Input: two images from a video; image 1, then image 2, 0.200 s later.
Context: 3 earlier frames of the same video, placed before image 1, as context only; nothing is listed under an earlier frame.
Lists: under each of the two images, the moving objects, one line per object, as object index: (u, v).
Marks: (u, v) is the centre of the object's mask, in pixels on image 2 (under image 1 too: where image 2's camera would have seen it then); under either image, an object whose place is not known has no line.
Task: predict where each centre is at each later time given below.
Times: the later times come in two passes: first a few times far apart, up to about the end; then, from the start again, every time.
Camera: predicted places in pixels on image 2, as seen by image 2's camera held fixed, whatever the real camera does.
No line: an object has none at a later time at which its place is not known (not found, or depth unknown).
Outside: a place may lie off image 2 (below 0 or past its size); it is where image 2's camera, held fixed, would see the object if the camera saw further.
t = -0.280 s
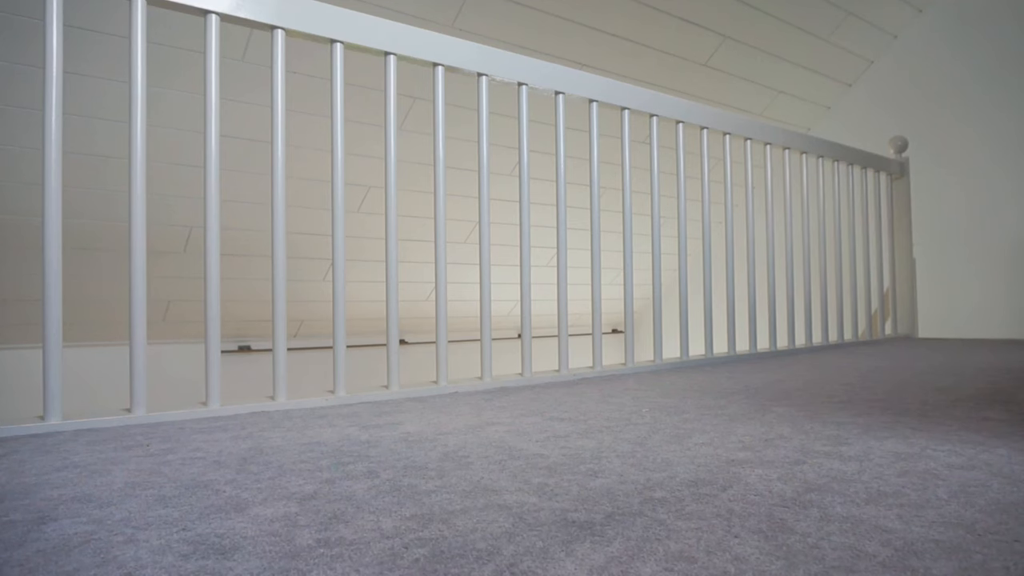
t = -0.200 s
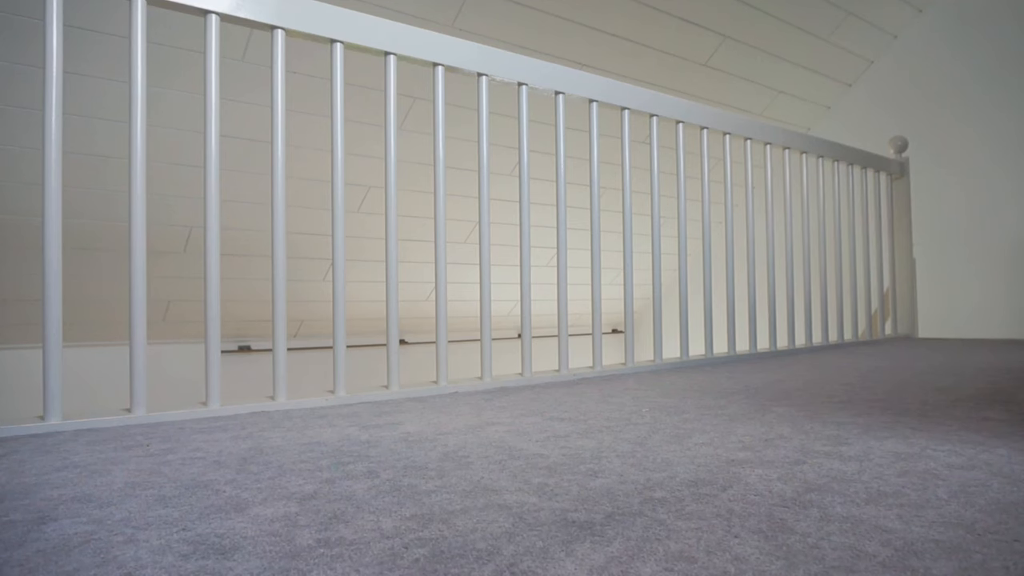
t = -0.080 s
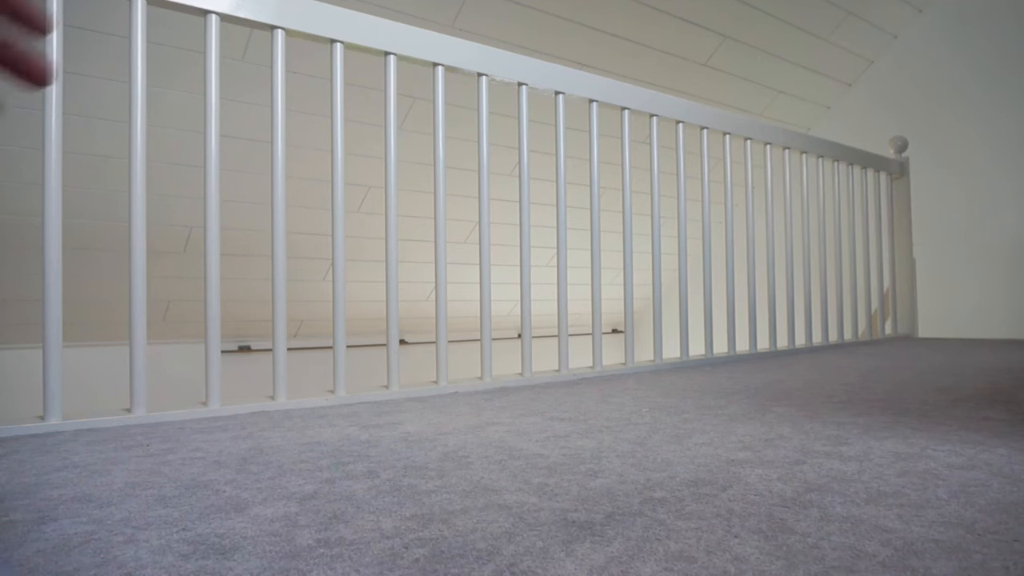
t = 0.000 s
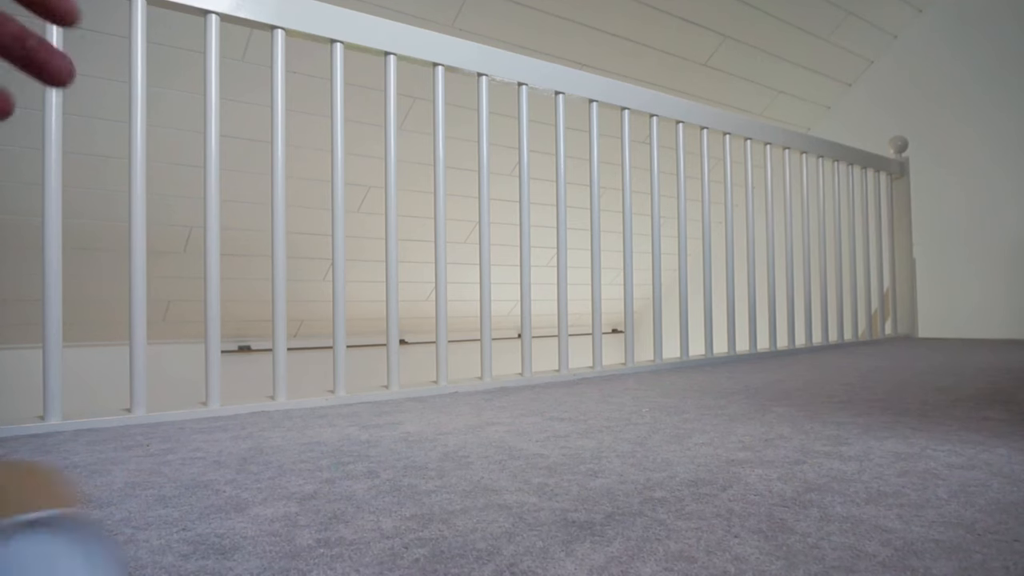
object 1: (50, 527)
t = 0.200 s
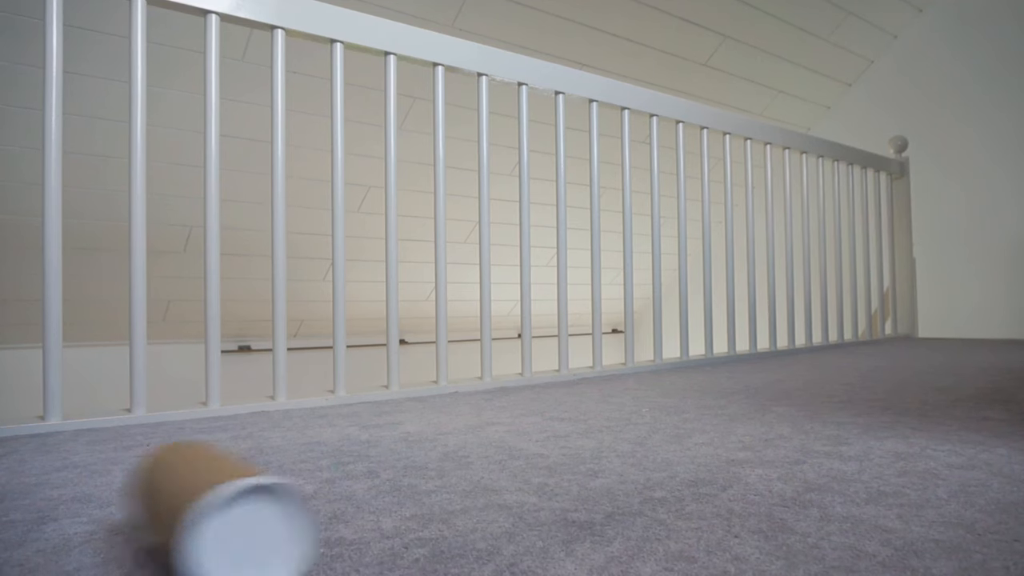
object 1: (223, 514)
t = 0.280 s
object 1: (290, 508)
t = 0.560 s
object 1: (460, 475)
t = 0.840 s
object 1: (584, 450)
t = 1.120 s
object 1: (678, 432)
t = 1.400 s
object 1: (754, 417)
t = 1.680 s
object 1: (813, 406)
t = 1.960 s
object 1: (863, 397)
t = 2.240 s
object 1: (903, 389)
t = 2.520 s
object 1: (939, 384)
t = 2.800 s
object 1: (964, 378)
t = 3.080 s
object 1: (975, 372)
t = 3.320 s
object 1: (984, 368)
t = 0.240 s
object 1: (255, 511)
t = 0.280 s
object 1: (290, 508)
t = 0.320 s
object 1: (318, 504)
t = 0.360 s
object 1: (344, 499)
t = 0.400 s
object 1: (369, 493)
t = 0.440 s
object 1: (395, 488)
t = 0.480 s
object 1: (417, 483)
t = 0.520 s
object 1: (439, 478)
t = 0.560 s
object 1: (460, 475)
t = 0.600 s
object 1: (479, 470)
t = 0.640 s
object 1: (499, 467)
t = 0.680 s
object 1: (517, 463)
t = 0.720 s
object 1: (534, 459)
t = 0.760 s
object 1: (553, 456)
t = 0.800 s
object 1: (568, 453)
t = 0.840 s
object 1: (584, 450)
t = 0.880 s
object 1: (599, 447)
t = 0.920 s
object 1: (614, 444)
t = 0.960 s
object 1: (627, 441)
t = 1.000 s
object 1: (640, 439)
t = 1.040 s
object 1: (653, 437)
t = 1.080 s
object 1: (666, 434)
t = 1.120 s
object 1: (678, 432)
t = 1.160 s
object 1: (689, 430)
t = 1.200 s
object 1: (700, 427)
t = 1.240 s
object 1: (712, 425)
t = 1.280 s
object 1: (723, 423)
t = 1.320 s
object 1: (734, 421)
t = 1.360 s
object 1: (744, 419)
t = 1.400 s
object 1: (754, 417)
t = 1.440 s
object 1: (763, 416)
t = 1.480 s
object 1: (773, 414)
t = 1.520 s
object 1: (781, 413)
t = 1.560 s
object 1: (789, 411)
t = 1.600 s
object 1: (797, 409)
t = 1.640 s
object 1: (805, 408)
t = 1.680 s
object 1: (813, 406)
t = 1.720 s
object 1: (821, 405)
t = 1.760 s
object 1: (828, 403)
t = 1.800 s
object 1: (836, 402)
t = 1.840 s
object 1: (844, 401)
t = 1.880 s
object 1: (850, 399)
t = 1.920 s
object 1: (857, 398)
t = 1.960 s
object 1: (863, 397)
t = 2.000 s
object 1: (869, 396)
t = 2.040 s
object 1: (875, 395)
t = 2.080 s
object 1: (881, 394)
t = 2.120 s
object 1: (887, 393)
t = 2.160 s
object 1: (893, 392)
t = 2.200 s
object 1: (898, 390)
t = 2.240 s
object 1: (903, 389)
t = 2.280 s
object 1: (909, 389)
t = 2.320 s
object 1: (914, 388)
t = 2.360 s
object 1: (919, 387)
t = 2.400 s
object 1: (925, 386)
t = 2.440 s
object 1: (929, 385)
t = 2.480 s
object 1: (934, 385)
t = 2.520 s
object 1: (939, 384)
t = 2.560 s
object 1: (943, 383)
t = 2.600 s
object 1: (947, 382)
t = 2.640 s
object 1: (952, 381)
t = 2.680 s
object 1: (957, 381)
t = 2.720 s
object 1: (960, 380)
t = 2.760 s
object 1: (962, 379)
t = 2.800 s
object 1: (964, 378)
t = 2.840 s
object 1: (966, 377)
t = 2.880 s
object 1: (967, 376)
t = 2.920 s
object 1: (969, 375)
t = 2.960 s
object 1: (970, 374)
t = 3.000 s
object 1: (972, 374)
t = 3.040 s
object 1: (974, 373)
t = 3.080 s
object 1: (975, 372)
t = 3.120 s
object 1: (977, 372)
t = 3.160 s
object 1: (979, 371)
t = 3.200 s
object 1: (980, 370)
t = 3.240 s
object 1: (981, 370)
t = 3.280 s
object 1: (983, 369)
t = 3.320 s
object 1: (984, 368)
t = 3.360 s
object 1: (986, 368)
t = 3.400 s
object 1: (987, 367)
